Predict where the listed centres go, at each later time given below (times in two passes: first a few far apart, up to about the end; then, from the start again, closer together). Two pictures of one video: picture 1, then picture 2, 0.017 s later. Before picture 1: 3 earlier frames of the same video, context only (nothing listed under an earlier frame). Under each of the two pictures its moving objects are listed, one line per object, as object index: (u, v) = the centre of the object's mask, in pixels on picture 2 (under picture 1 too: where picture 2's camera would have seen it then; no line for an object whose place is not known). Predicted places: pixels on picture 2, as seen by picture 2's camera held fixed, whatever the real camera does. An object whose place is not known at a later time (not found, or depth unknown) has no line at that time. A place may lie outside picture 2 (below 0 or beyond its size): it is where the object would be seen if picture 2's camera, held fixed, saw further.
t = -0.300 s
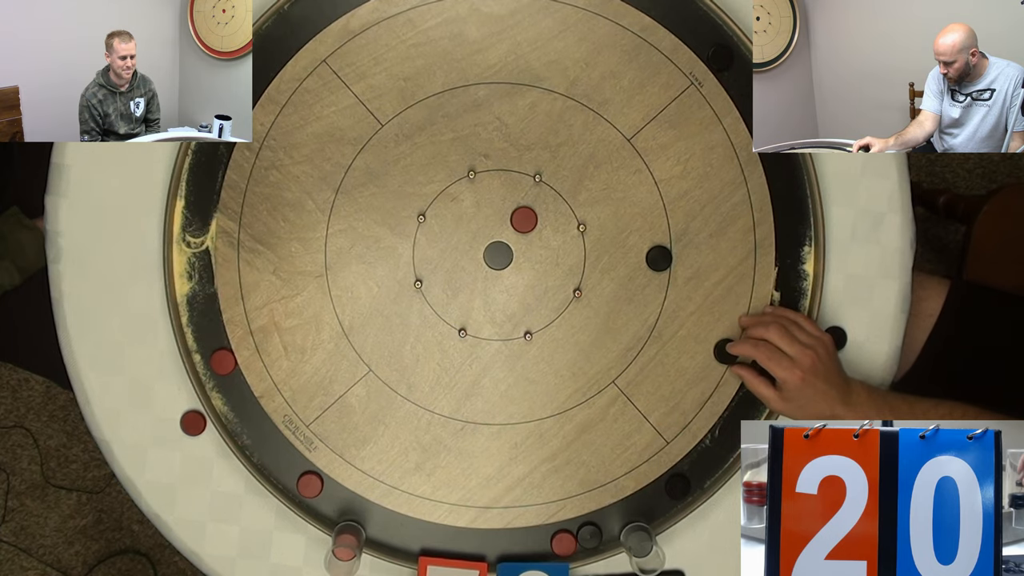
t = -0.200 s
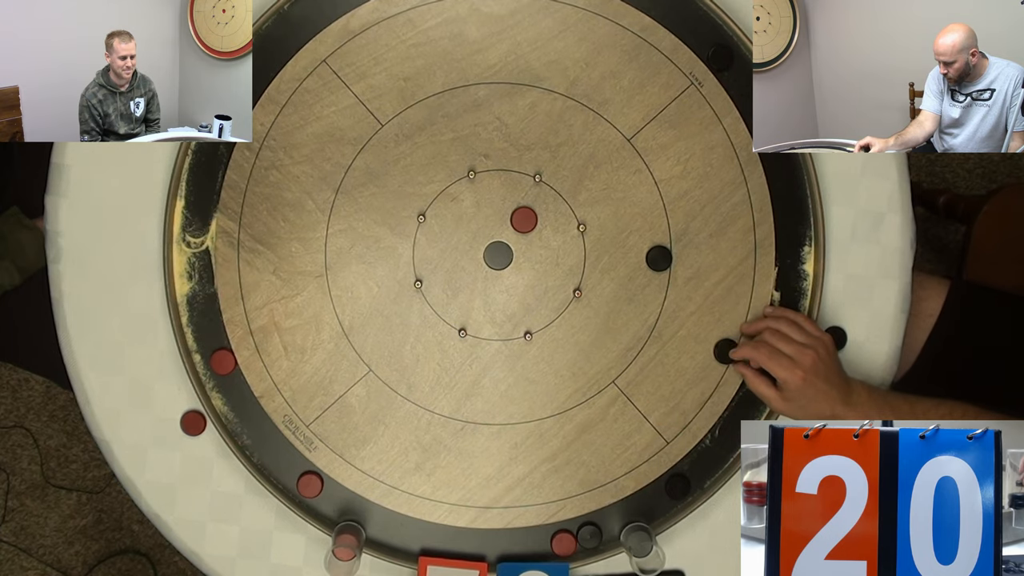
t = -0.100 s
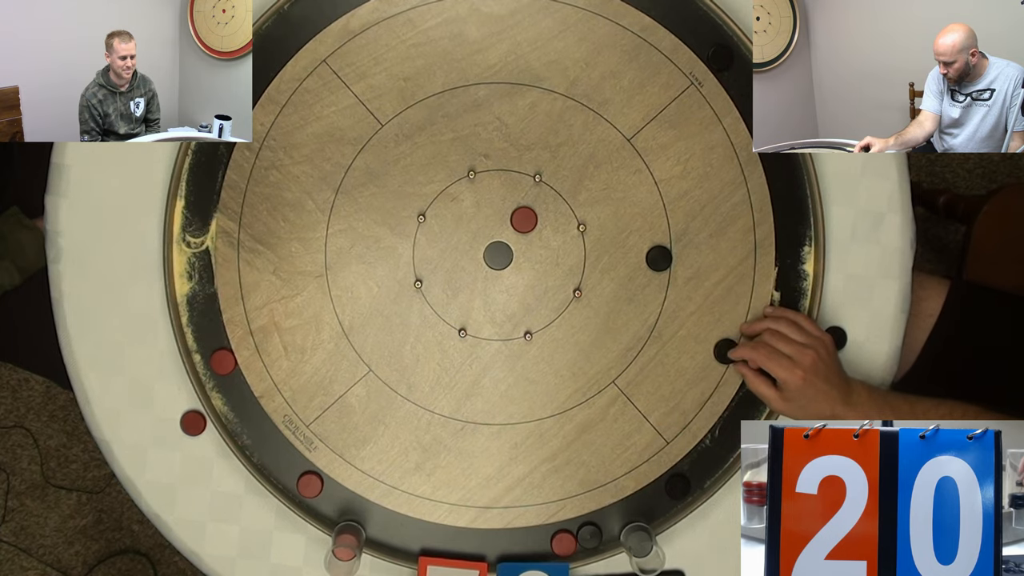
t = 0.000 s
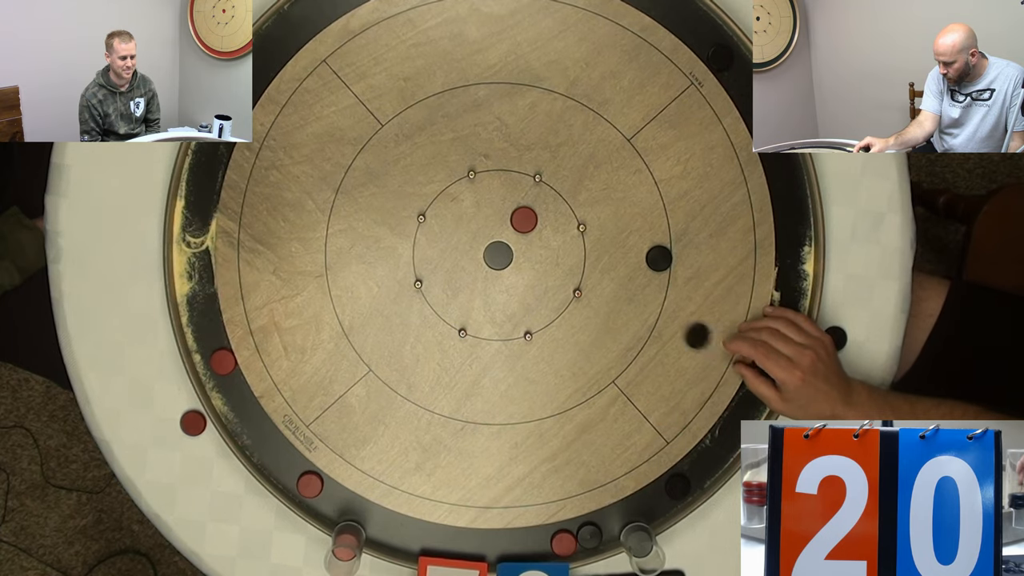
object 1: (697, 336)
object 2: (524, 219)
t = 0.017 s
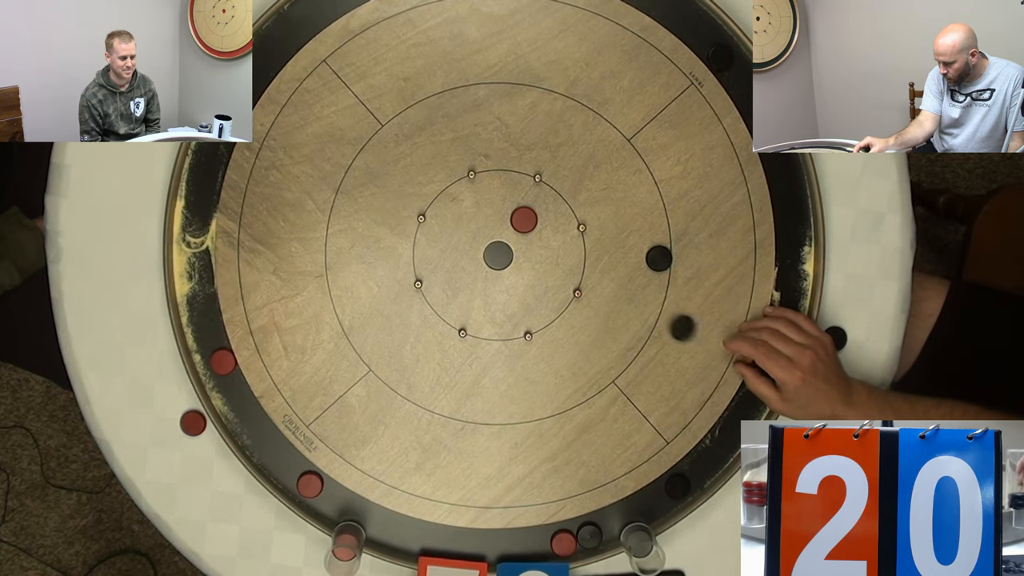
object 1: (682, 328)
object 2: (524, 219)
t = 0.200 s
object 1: (525, 247)
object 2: (523, 218)
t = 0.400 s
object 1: (432, 266)
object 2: (505, 145)
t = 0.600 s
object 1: (408, 232)
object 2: (496, 111)
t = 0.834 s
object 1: (391, 200)
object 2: (495, 107)
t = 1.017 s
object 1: (380, 179)
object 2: (495, 107)
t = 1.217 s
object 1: (373, 161)
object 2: (495, 107)
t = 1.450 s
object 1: (365, 149)
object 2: (495, 107)
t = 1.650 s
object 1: (363, 148)
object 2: (495, 107)
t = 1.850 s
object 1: (363, 148)
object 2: (495, 107)
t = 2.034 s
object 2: (495, 107)
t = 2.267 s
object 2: (495, 107)
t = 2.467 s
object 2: (495, 107)
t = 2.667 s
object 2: (495, 107)
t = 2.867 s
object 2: (495, 107)
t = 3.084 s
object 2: (495, 107)
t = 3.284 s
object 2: (495, 107)
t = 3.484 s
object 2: (495, 107)
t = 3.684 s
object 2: (495, 107)
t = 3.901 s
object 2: (495, 107)
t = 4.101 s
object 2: (495, 107)
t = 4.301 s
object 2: (495, 107)
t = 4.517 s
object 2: (495, 107)
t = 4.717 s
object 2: (495, 107)
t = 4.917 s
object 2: (495, 107)
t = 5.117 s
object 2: (495, 107)
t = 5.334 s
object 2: (495, 107)
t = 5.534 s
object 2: (495, 107)
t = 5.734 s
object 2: (495, 107)
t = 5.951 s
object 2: (495, 107)
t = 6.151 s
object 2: (495, 107)
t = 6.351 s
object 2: (495, 107)
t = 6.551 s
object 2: (495, 107)
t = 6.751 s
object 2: (495, 107)
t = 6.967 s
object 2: (495, 107)
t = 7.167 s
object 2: (495, 107)
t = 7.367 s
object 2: (495, 107)
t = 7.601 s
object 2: (495, 107)
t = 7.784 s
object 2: (495, 107)
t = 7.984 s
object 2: (495, 107)
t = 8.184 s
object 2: (495, 107)
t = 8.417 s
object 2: (495, 107)
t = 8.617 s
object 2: (495, 107)
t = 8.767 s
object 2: (495, 107)
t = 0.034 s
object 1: (667, 319)
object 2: (524, 219)
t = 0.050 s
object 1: (652, 312)
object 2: (524, 219)
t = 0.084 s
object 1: (622, 296)
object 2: (524, 219)
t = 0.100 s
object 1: (608, 289)
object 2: (524, 219)
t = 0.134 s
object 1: (579, 274)
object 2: (524, 219)
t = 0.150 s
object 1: (565, 266)
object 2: (524, 219)
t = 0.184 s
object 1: (537, 252)
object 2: (524, 219)
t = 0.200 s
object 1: (525, 247)
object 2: (523, 218)
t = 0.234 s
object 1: (502, 248)
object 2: (519, 203)
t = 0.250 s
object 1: (492, 250)
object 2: (518, 196)
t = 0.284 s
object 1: (477, 253)
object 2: (514, 183)
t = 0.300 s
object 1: (470, 255)
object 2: (513, 176)
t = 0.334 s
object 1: (457, 258)
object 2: (510, 165)
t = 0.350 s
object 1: (450, 260)
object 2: (509, 160)
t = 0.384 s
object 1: (438, 263)
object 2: (506, 150)
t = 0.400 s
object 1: (432, 266)
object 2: (505, 145)
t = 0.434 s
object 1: (423, 266)
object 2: (503, 137)
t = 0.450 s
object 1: (421, 262)
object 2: (502, 133)
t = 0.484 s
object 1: (418, 255)
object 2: (500, 126)
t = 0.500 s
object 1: (417, 251)
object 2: (499, 123)
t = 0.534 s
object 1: (414, 244)
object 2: (498, 118)
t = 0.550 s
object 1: (412, 241)
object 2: (497, 116)
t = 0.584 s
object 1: (409, 235)
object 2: (496, 113)
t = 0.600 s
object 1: (408, 232)
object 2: (496, 111)
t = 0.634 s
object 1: (405, 227)
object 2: (495, 109)
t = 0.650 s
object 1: (404, 224)
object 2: (495, 108)
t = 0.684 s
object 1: (401, 219)
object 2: (495, 107)
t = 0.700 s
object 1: (400, 217)
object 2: (495, 107)
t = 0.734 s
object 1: (398, 213)
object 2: (495, 107)
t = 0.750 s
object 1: (397, 210)
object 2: (495, 107)
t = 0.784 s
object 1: (394, 206)
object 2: (495, 107)
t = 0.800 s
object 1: (393, 204)
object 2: (495, 108)
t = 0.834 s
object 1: (391, 200)
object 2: (495, 107)
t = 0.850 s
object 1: (390, 198)
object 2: (495, 107)
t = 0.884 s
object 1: (388, 194)
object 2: (495, 107)
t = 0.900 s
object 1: (387, 192)
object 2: (495, 107)
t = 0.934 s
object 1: (385, 188)
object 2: (495, 108)
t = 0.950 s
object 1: (384, 186)
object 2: (495, 108)
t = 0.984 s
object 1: (382, 182)
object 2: (495, 107)
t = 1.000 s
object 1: (381, 180)
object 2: (495, 107)
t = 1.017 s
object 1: (380, 179)
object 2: (495, 107)
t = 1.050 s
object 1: (378, 175)
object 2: (495, 107)
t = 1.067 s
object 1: (378, 173)
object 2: (495, 107)
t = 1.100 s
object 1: (376, 170)
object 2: (495, 107)
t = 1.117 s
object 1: (376, 169)
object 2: (495, 107)
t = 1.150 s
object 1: (375, 166)
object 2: (495, 107)
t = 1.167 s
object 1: (375, 165)
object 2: (495, 107)
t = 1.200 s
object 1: (374, 163)
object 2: (495, 107)
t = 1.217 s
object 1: (373, 161)
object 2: (495, 107)
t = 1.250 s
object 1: (373, 159)
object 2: (495, 107)
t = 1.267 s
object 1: (372, 158)
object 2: (495, 107)
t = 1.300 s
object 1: (371, 155)
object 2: (495, 107)
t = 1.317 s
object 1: (370, 154)
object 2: (495, 107)
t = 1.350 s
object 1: (369, 153)
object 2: (495, 107)
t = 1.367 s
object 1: (368, 152)
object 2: (495, 107)
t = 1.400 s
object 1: (367, 150)
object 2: (495, 107)
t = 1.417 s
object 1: (366, 150)
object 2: (495, 107)
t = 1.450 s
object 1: (365, 149)
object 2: (495, 107)
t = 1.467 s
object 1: (365, 149)
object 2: (495, 107)
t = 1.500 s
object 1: (364, 148)
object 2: (495, 107)
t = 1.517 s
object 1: (364, 148)
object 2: (495, 107)
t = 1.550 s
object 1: (363, 148)
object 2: (495, 107)
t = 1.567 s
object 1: (363, 148)
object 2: (495, 107)
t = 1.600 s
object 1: (363, 148)
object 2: (495, 107)
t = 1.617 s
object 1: (363, 148)
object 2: (495, 107)
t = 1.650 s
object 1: (363, 148)
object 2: (495, 107)
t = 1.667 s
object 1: (363, 148)
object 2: (495, 107)
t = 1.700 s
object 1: (363, 148)
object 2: (495, 107)
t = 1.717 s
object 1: (363, 148)
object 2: (495, 107)
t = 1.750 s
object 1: (363, 148)
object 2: (495, 107)
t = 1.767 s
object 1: (363, 148)
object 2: (495, 107)
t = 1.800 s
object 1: (363, 148)
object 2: (495, 107)
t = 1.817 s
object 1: (363, 148)
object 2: (495, 107)
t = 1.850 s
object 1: (363, 148)
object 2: (495, 107)
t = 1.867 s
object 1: (363, 148)
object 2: (495, 107)
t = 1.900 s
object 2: (495, 107)
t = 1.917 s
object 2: (495, 107)
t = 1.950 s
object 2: (495, 107)
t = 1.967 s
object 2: (495, 107)
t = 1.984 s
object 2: (495, 107)
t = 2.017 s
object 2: (495, 107)
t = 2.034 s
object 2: (495, 107)
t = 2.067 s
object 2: (495, 107)
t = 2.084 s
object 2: (495, 107)
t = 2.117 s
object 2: (495, 107)
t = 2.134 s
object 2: (495, 107)
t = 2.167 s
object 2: (495, 107)
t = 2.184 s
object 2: (495, 107)
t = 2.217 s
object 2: (495, 107)
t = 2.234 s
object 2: (495, 107)
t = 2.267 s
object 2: (495, 107)
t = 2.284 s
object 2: (495, 107)
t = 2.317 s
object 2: (495, 107)
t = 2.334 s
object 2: (495, 107)
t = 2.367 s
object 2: (495, 107)
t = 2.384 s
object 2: (495, 107)
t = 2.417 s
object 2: (495, 107)
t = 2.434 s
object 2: (495, 107)
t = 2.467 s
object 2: (495, 107)
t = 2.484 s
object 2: (495, 107)
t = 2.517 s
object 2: (495, 107)
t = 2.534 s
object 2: (495, 107)
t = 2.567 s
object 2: (495, 107)
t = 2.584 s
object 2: (495, 107)
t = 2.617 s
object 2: (495, 107)
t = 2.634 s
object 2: (495, 107)
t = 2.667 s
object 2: (495, 107)
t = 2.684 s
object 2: (495, 107)
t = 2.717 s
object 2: (495, 107)
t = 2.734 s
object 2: (495, 107)
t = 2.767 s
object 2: (495, 107)
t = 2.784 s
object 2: (495, 107)
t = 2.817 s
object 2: (495, 107)
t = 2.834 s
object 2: (495, 107)
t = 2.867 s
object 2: (495, 107)
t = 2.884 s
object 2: (495, 107)
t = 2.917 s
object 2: (495, 107)
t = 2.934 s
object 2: (495, 107)
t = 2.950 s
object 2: (495, 107)
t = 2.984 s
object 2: (495, 107)
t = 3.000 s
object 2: (495, 107)
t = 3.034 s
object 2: (495, 107)
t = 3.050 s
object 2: (495, 107)
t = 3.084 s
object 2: (495, 107)
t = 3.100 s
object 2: (495, 107)
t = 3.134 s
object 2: (495, 107)
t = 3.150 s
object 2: (495, 107)
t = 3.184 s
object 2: (495, 107)
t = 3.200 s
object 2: (495, 107)
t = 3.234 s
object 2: (495, 107)
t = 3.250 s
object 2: (495, 107)
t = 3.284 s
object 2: (495, 107)
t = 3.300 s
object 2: (495, 107)
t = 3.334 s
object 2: (495, 107)
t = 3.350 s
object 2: (495, 107)
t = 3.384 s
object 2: (495, 107)
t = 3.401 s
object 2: (495, 107)
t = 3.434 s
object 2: (495, 107)
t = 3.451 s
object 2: (495, 107)
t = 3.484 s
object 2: (495, 107)
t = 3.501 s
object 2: (495, 107)
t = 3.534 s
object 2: (495, 107)
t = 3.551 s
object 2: (495, 107)
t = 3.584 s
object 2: (495, 107)
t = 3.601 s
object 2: (495, 107)
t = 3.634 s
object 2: (495, 107)
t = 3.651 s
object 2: (495, 107)
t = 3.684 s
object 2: (495, 107)
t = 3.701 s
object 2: (495, 107)
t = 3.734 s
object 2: (495, 107)
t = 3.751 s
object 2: (495, 107)
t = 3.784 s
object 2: (495, 107)
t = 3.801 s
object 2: (495, 107)
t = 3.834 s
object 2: (495, 107)
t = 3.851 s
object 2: (495, 107)
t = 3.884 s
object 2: (495, 107)
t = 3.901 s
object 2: (495, 107)
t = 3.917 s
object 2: (495, 107)
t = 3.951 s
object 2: (495, 107)
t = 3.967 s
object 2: (495, 107)
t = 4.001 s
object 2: (495, 107)
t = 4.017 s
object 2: (495, 107)
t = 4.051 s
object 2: (495, 107)
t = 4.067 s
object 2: (495, 107)
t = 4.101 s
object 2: (495, 107)
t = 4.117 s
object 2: (495, 107)
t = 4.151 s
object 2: (495, 107)
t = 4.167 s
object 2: (495, 107)
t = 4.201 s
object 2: (495, 107)
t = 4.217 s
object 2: (495, 107)
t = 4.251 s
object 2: (495, 107)
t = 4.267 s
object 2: (495, 107)
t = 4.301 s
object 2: (495, 107)
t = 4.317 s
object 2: (495, 107)
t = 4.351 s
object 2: (495, 107)
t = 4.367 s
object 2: (495, 107)
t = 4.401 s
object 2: (495, 107)
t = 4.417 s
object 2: (495, 107)
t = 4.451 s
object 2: (495, 107)
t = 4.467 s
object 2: (495, 107)
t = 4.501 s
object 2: (495, 107)
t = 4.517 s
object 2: (495, 107)
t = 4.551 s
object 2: (495, 107)
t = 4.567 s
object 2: (495, 107)
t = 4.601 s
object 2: (495, 107)
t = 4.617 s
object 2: (495, 107)
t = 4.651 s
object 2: (495, 107)
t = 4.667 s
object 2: (495, 107)
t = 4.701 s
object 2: (495, 107)
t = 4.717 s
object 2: (495, 107)
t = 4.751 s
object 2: (495, 107)
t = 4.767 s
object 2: (495, 107)
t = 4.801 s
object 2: (495, 107)
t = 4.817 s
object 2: (495, 107)
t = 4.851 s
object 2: (495, 107)
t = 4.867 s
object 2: (495, 107)
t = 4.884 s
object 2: (495, 107)
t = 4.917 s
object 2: (495, 107)
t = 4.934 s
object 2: (495, 107)
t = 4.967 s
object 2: (495, 107)
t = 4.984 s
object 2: (495, 107)
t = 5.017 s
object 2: (495, 107)
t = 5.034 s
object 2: (495, 107)
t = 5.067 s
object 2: (495, 107)
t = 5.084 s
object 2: (495, 107)
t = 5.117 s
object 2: (495, 107)
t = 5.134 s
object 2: (495, 107)
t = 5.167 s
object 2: (495, 107)
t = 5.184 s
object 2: (495, 107)
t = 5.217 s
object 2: (495, 107)
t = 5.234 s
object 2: (495, 107)
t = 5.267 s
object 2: (495, 107)
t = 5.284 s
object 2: (495, 107)
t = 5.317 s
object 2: (495, 107)
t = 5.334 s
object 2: (495, 107)
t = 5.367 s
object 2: (495, 107)
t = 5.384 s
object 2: (495, 107)
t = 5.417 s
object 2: (495, 107)
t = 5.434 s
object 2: (495, 107)
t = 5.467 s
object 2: (495, 107)
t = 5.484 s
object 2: (495, 107)
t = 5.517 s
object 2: (495, 107)
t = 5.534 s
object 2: (495, 107)
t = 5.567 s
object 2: (495, 107)
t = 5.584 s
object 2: (495, 107)
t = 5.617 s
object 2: (495, 107)
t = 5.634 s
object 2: (495, 107)
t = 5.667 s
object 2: (495, 107)
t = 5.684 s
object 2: (495, 107)
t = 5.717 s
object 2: (495, 107)
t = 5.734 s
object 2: (495, 107)
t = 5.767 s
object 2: (495, 107)
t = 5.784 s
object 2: (495, 107)
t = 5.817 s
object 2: (495, 107)
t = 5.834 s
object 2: (495, 107)
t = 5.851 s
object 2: (495, 107)
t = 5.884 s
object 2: (495, 107)
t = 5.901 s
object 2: (495, 107)
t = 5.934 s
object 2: (495, 107)
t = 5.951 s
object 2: (495, 107)
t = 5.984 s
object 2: (495, 107)
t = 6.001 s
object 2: (495, 107)
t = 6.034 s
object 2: (495, 107)
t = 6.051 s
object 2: (495, 107)
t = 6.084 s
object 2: (495, 107)
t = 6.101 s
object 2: (495, 107)
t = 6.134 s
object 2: (495, 107)
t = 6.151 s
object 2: (495, 107)
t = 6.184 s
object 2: (495, 107)
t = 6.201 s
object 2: (495, 107)
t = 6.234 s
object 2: (495, 107)
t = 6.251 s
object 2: (495, 107)
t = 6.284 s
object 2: (495, 107)
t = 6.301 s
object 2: (495, 107)
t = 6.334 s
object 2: (495, 107)
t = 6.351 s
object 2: (495, 107)
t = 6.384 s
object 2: (495, 107)
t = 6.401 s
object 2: (495, 107)
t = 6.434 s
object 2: (495, 107)
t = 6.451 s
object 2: (495, 107)
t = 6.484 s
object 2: (495, 107)
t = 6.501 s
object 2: (495, 107)
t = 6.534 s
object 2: (495, 107)
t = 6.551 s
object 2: (495, 107)
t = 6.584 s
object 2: (495, 107)
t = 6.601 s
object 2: (495, 107)
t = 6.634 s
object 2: (495, 107)
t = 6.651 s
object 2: (495, 107)
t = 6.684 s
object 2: (495, 107)
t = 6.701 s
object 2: (495, 107)
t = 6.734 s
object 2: (495, 107)
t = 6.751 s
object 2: (495, 107)
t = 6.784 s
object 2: (495, 107)
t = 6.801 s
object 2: (495, 107)
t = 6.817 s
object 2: (495, 107)
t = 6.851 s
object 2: (495, 107)
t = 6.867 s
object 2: (495, 107)
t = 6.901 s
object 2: (495, 107)
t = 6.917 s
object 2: (495, 107)
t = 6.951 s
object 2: (495, 107)
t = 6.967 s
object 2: (495, 107)
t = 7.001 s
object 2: (495, 107)
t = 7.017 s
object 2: (495, 107)
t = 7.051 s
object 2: (495, 107)
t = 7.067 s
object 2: (495, 107)
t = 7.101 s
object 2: (495, 107)
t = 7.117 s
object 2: (495, 107)
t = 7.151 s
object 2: (495, 107)
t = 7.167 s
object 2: (495, 107)
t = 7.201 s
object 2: (495, 107)
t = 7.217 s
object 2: (495, 107)
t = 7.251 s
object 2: (495, 107)
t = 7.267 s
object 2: (495, 107)
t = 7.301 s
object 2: (495, 107)
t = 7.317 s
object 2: (495, 107)
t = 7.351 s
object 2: (495, 107)
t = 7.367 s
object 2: (495, 107)
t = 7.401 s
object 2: (495, 107)
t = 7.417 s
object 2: (495, 107)
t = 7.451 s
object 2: (495, 107)
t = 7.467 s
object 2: (495, 107)
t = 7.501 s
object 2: (495, 107)
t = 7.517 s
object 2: (495, 107)
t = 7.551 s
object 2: (495, 107)
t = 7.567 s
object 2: (495, 107)
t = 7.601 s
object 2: (495, 107)
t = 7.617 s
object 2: (495, 107)
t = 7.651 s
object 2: (495, 107)
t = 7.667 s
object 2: (495, 107)
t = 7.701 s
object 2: (495, 107)
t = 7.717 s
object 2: (495, 107)
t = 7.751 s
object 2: (495, 107)
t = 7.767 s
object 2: (495, 107)
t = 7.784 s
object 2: (495, 107)
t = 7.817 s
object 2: (495, 107)
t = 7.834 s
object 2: (495, 107)
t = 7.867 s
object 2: (495, 107)
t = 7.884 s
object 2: (495, 107)
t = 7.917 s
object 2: (495, 107)
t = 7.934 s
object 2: (495, 107)
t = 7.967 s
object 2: (495, 107)
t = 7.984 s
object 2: (495, 107)
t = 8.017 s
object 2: (495, 107)
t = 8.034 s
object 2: (495, 107)
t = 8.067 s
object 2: (495, 107)
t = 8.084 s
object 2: (495, 107)
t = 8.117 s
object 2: (495, 107)
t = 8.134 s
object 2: (495, 107)
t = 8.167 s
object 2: (495, 107)
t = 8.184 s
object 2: (495, 107)
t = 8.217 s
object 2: (495, 107)
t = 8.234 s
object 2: (495, 107)
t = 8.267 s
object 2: (495, 107)
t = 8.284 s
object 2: (495, 107)
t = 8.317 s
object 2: (495, 107)
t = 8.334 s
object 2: (495, 107)
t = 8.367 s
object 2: (495, 107)
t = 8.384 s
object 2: (495, 107)
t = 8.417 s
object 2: (495, 107)
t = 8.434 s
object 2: (495, 107)
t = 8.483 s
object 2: (495, 107)
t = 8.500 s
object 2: (495, 107)
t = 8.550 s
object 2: (495, 107)
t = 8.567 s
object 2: (495, 107)
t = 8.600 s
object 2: (495, 107)
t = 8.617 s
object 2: (495, 107)
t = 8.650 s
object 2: (495, 107)
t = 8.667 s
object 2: (495, 107)
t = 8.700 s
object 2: (495, 107)
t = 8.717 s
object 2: (495, 107)
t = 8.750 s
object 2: (495, 107)
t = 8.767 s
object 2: (495, 107)
